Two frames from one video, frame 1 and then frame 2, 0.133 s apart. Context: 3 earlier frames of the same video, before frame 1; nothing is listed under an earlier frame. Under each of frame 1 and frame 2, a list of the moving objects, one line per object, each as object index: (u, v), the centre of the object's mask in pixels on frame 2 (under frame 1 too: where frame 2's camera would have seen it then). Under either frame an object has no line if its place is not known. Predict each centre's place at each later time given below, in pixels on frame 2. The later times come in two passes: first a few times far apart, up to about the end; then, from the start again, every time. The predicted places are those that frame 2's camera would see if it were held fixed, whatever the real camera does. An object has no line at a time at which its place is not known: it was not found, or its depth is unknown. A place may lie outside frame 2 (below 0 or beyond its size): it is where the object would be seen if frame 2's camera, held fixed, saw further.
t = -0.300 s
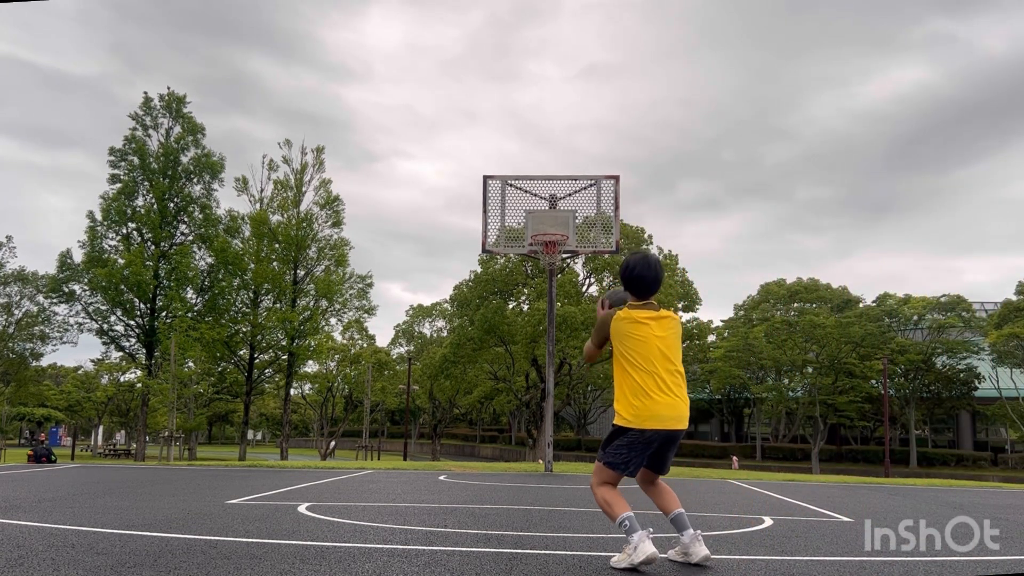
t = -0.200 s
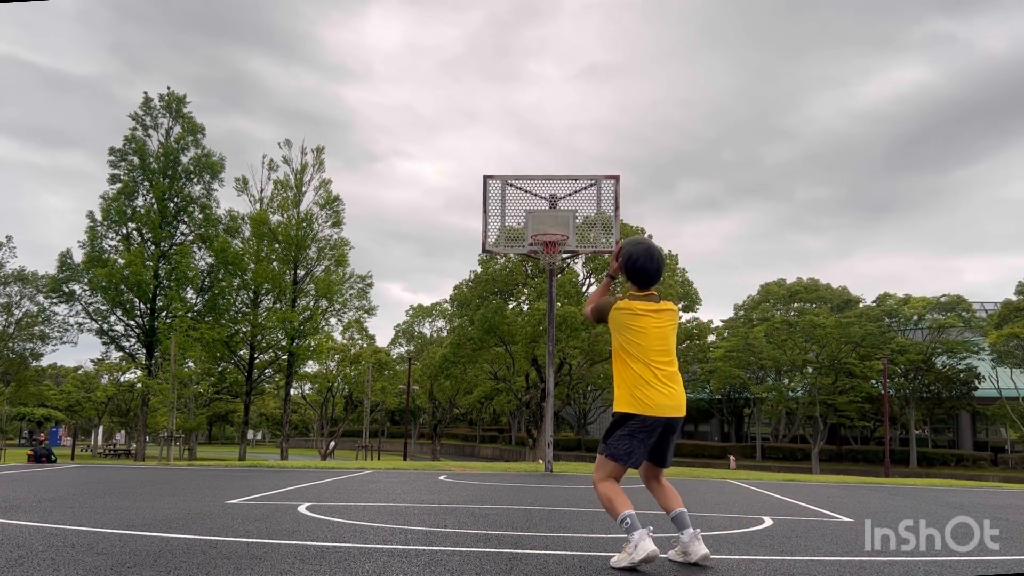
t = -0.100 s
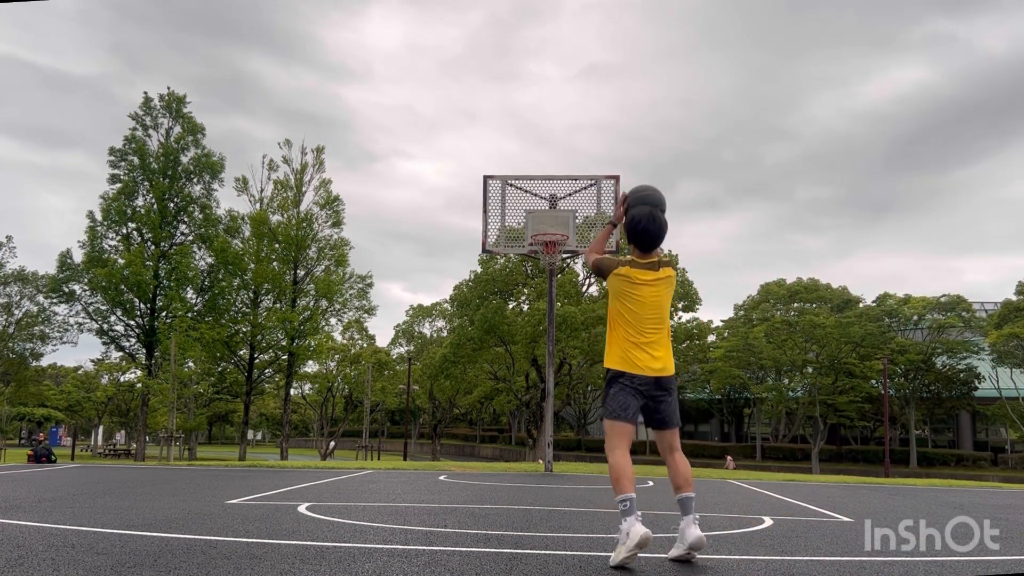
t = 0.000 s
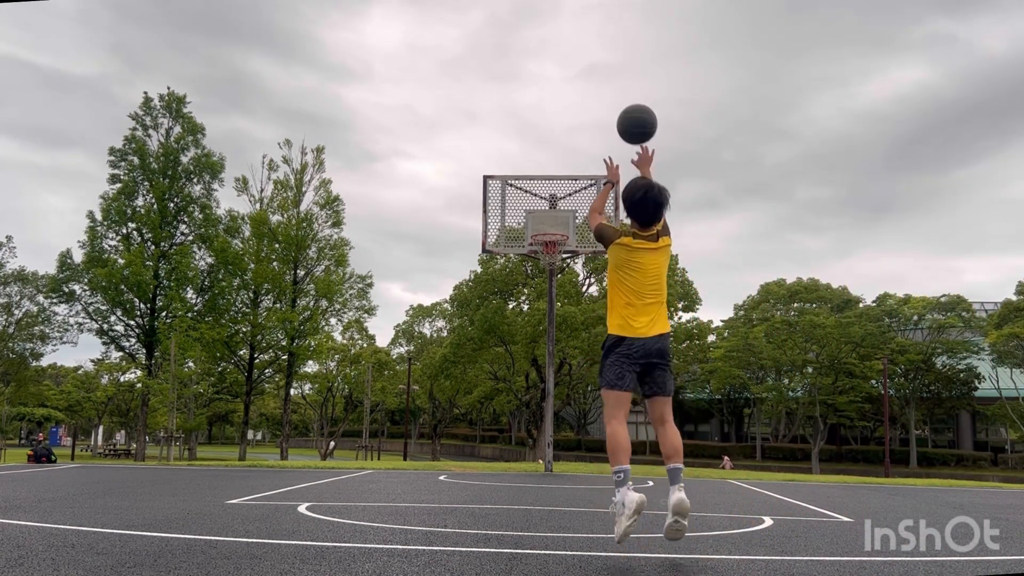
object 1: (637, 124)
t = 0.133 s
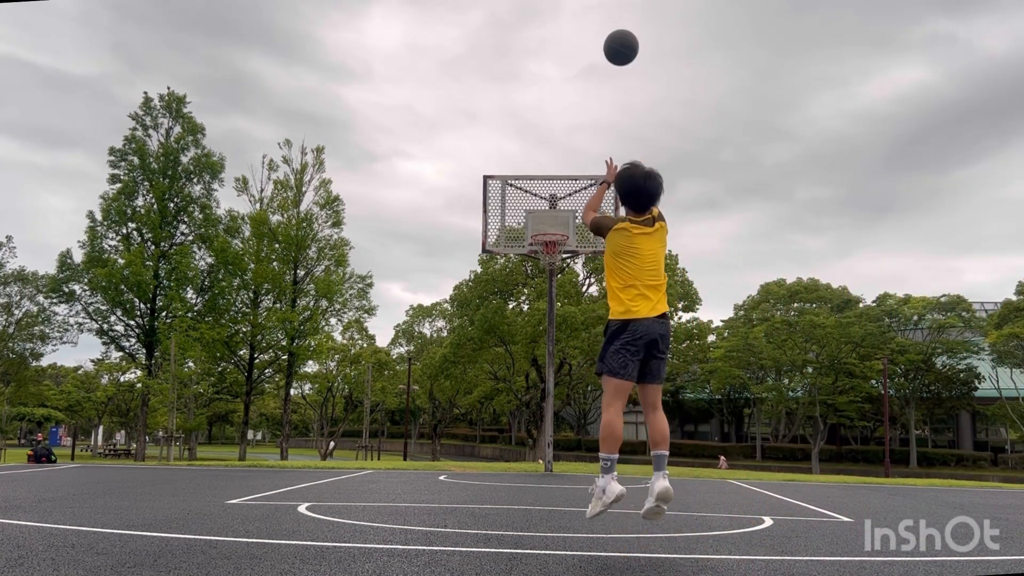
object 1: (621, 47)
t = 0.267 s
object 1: (608, 11)
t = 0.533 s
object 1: (590, 8)
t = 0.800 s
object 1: (576, 65)
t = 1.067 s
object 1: (566, 164)
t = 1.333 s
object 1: (518, 225)
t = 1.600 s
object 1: (419, 243)
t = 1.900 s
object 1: (304, 329)
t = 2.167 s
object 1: (196, 465)
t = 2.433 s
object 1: (127, 358)
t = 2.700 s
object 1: (55, 310)
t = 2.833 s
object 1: (17, 308)
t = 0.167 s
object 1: (618, 35)
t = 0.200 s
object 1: (614, 24)
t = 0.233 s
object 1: (611, 16)
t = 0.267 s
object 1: (608, 11)
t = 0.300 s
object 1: (606, 8)
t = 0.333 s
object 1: (603, 7)
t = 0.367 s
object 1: (601, 5)
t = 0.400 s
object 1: (598, 5)
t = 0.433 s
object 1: (596, 5)
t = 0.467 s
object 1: (594, 6)
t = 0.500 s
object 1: (592, 7)
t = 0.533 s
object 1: (590, 8)
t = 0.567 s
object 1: (588, 11)
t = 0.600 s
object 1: (586, 16)
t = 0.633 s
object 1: (584, 22)
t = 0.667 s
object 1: (583, 29)
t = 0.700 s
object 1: (581, 37)
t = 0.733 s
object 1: (580, 46)
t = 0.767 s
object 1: (578, 55)
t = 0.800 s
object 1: (576, 65)
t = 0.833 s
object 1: (575, 75)
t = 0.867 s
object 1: (574, 86)
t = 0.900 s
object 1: (572, 98)
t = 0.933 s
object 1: (571, 110)
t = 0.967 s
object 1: (570, 123)
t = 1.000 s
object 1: (568, 136)
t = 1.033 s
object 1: (567, 150)
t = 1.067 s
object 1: (566, 164)
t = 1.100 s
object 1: (564, 178)
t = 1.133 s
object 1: (563, 193)
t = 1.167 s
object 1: (562, 209)
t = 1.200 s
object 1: (561, 224)
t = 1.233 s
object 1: (555, 229)
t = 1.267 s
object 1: (543, 227)
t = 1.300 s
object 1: (531, 227)
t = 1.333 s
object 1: (518, 225)
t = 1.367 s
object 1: (506, 225)
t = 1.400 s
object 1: (494, 225)
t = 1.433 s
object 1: (481, 226)
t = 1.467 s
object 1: (469, 228)
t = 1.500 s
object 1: (457, 230)
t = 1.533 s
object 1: (444, 234)
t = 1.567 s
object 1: (432, 238)
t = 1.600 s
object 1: (419, 243)
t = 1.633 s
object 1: (407, 249)
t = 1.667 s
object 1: (394, 256)
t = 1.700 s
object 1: (381, 264)
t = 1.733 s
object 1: (369, 273)
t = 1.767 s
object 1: (356, 282)
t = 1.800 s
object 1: (343, 293)
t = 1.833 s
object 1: (330, 305)
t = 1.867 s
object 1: (317, 316)
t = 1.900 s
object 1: (304, 329)
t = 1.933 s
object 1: (290, 344)
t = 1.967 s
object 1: (278, 359)
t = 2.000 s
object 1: (264, 375)
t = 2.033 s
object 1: (250, 392)
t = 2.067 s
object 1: (237, 410)
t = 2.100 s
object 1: (222, 429)
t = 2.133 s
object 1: (209, 449)
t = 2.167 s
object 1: (196, 465)
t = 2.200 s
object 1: (188, 448)
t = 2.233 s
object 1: (179, 432)
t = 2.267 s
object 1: (171, 417)
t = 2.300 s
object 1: (162, 403)
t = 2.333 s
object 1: (153, 390)
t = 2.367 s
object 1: (145, 378)
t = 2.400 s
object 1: (135, 367)
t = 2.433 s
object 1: (127, 358)
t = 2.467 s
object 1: (118, 349)
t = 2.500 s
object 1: (110, 340)
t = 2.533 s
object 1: (101, 332)
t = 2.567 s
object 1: (92, 327)
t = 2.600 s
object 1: (82, 321)
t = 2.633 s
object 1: (73, 316)
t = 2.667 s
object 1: (64, 313)
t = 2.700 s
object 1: (55, 310)
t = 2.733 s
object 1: (46, 308)
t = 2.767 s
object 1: (36, 307)
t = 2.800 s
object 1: (27, 307)
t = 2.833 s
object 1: (17, 308)
